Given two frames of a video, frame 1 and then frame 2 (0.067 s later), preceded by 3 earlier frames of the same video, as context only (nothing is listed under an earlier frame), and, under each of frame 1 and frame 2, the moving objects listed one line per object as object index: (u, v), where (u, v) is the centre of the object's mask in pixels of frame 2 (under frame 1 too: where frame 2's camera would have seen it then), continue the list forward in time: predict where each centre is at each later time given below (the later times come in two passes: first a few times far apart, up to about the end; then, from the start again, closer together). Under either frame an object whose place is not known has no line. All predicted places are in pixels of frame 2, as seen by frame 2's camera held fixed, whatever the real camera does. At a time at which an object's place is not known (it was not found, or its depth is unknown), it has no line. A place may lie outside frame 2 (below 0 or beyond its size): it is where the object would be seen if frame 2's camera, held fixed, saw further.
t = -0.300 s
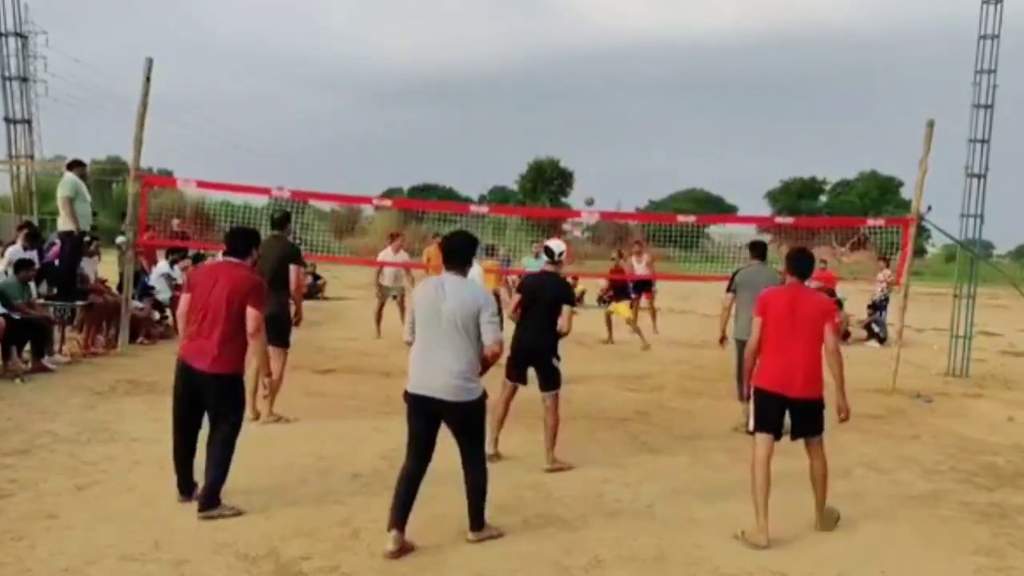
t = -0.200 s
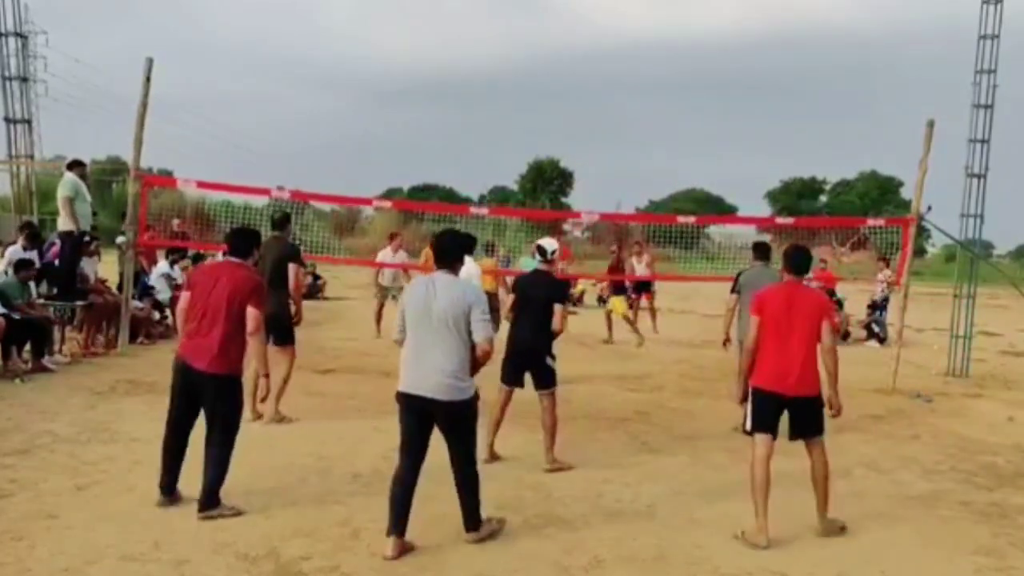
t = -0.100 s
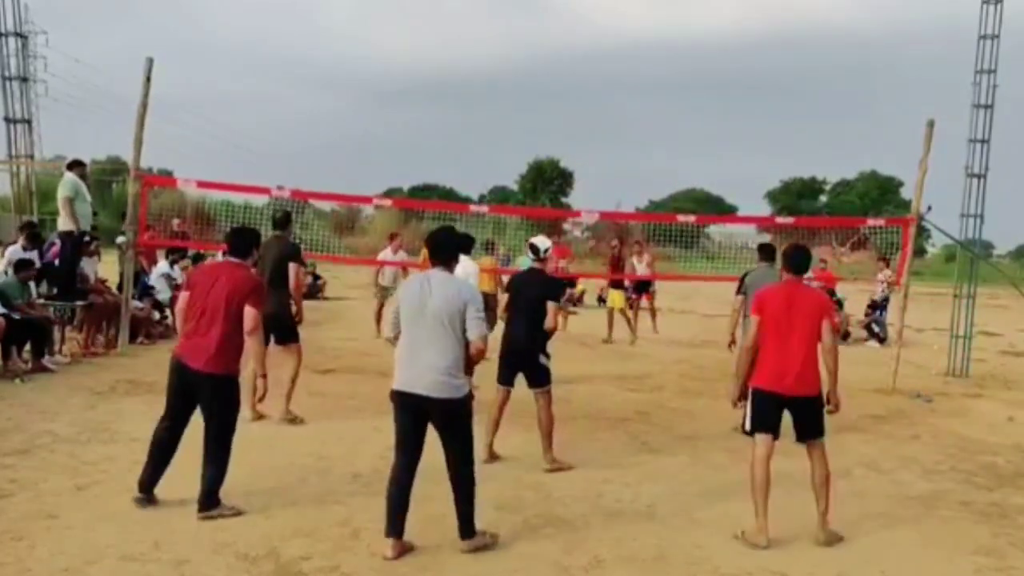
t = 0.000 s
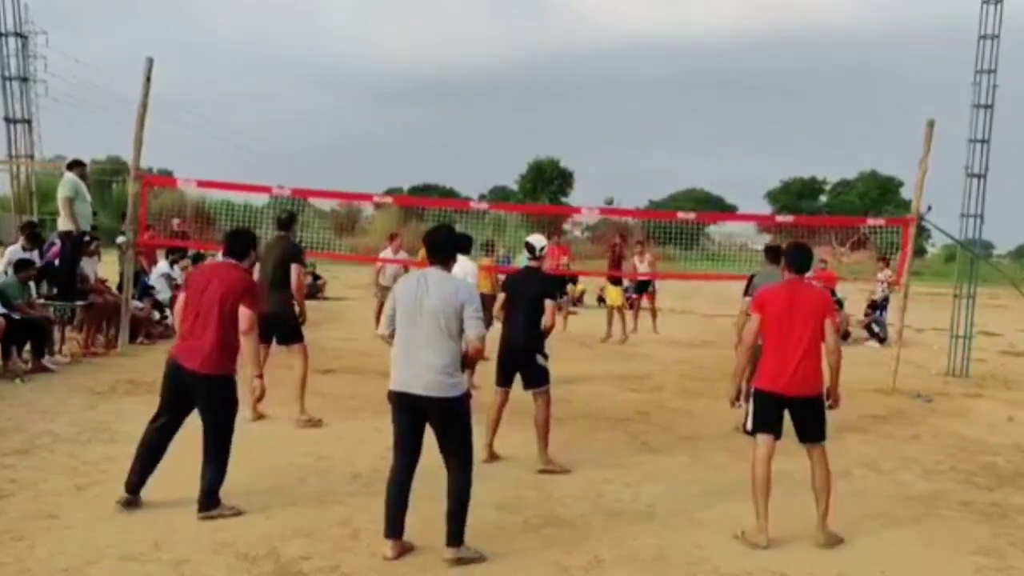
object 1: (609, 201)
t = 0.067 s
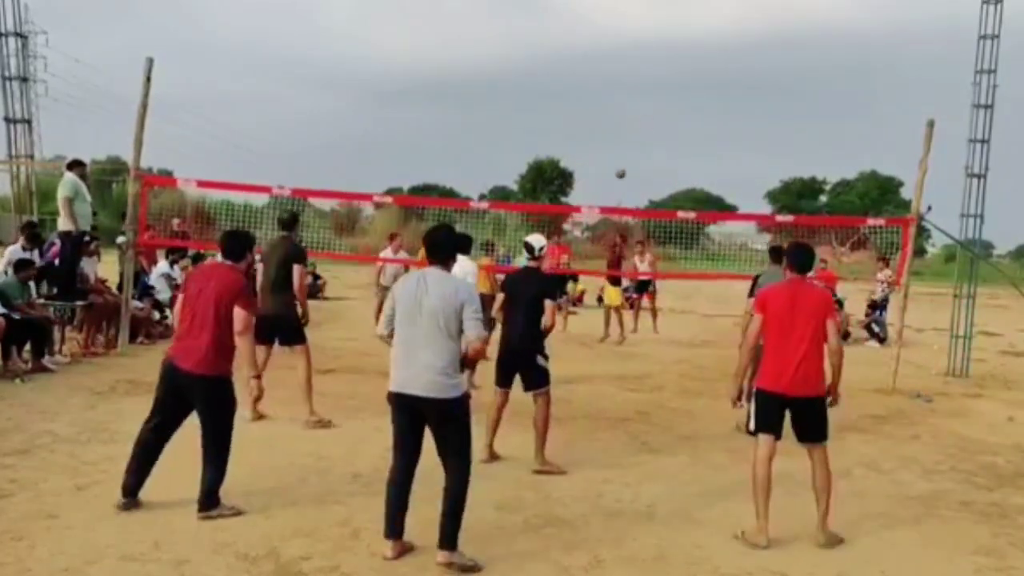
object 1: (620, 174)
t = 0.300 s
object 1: (668, 87)
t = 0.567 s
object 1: (738, 15)
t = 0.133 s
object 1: (633, 147)
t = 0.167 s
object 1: (640, 134)
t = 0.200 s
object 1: (646, 122)
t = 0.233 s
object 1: (653, 110)
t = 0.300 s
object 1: (668, 87)
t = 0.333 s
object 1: (676, 76)
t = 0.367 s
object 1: (684, 66)
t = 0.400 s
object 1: (692, 56)
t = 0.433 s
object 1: (701, 47)
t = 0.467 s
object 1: (710, 38)
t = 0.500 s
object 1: (719, 29)
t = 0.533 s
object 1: (729, 21)
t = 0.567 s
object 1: (738, 15)
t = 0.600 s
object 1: (748, 8)
